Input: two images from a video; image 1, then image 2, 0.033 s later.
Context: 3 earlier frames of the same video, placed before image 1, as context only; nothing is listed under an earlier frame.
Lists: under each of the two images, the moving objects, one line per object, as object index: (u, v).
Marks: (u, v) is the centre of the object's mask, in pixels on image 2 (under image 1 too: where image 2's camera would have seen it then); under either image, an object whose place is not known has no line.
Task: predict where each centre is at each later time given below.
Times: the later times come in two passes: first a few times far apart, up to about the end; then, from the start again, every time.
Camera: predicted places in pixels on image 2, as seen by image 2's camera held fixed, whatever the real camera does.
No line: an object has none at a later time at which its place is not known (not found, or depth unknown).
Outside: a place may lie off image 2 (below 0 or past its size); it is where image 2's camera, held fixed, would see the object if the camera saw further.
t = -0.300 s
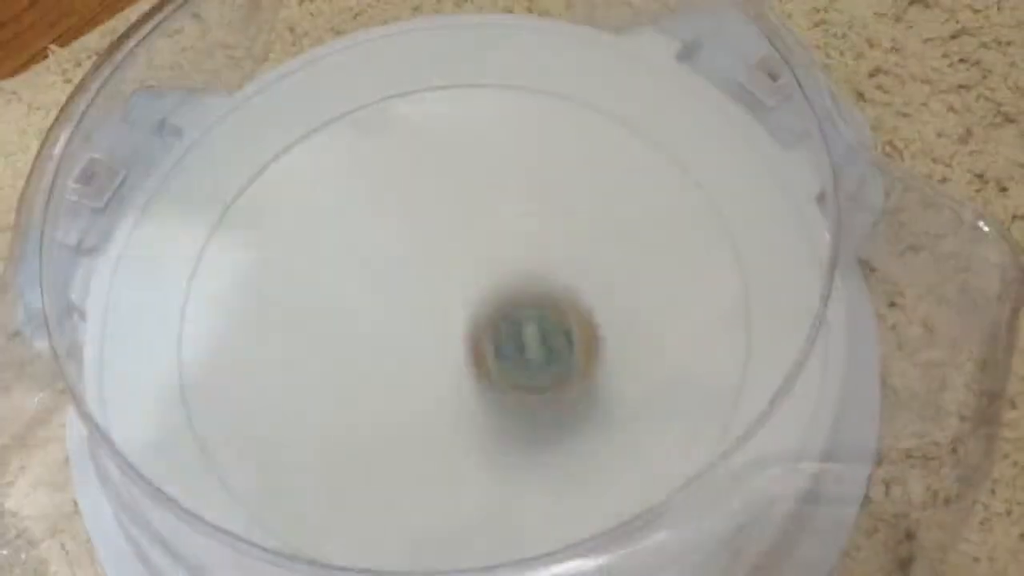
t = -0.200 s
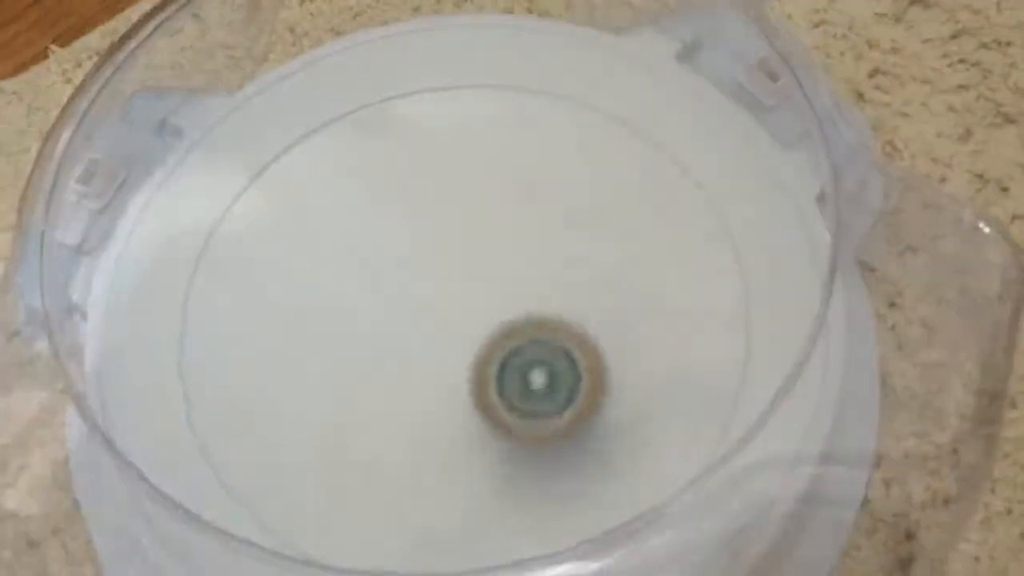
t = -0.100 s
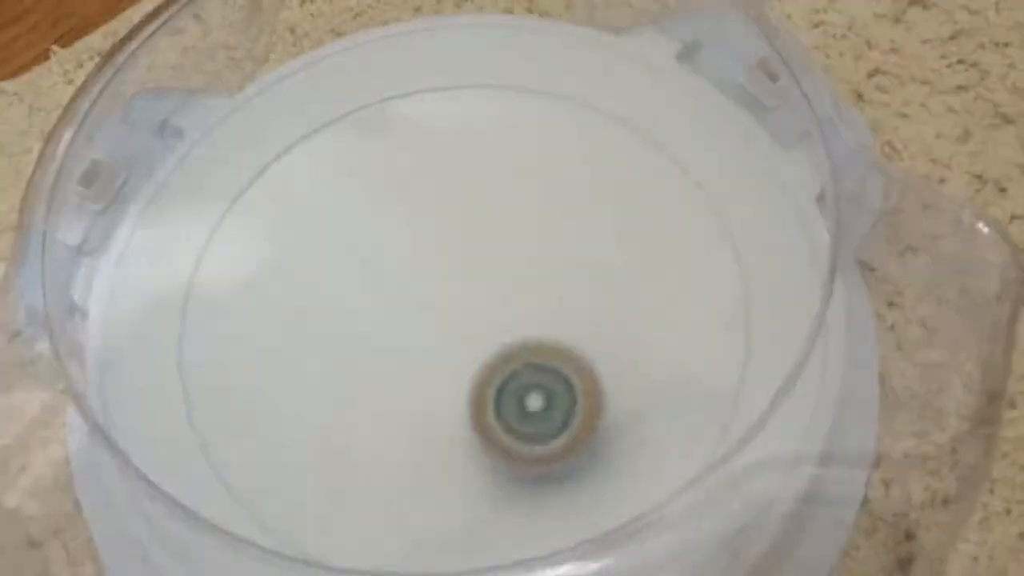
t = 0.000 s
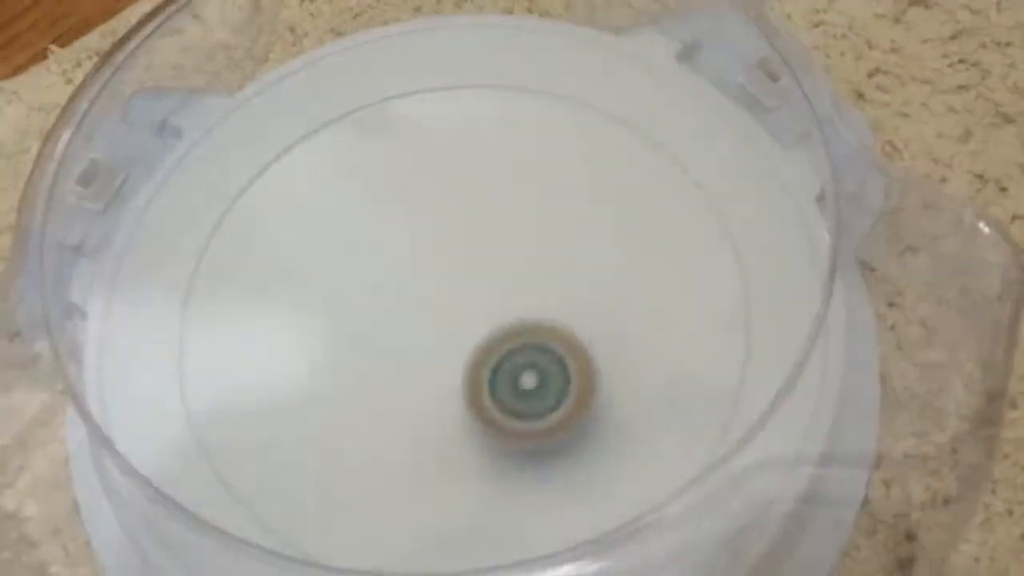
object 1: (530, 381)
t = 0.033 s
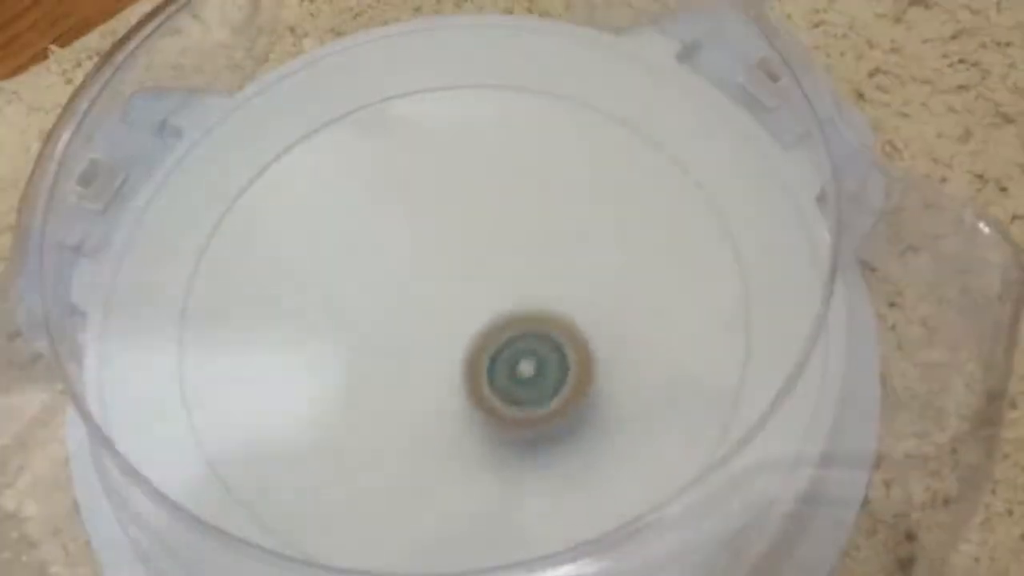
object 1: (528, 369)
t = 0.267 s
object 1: (531, 277)
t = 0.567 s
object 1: (503, 305)
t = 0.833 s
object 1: (544, 345)
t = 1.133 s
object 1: (485, 279)
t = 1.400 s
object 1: (350, 416)
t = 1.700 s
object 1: (572, 429)
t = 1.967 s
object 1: (549, 178)
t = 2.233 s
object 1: (268, 202)
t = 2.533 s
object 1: (395, 536)
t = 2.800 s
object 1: (727, 222)
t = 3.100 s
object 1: (208, 226)
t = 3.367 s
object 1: (583, 511)
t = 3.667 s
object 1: (515, 75)
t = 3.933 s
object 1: (185, 376)
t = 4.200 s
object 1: (687, 434)
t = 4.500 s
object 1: (542, 124)
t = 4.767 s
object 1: (255, 160)
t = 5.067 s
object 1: (354, 486)
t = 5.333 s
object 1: (675, 397)
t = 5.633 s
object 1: (608, 122)
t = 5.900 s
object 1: (337, 249)
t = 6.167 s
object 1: (377, 488)
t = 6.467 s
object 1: (606, 365)
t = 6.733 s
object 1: (451, 216)
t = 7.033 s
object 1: (272, 318)
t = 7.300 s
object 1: (440, 418)
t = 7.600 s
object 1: (572, 256)
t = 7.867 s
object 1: (463, 155)
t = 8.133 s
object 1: (355, 304)
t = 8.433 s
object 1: (523, 408)
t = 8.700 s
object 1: (630, 293)
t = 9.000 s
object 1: (429, 232)
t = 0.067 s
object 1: (528, 355)
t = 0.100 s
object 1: (527, 339)
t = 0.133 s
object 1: (527, 324)
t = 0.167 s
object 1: (527, 308)
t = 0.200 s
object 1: (526, 295)
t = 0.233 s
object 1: (529, 284)
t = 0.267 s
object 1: (531, 277)
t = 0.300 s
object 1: (533, 274)
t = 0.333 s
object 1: (533, 273)
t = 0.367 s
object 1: (529, 273)
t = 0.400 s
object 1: (525, 274)
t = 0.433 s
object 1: (520, 277)
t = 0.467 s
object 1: (515, 282)
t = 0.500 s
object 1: (510, 289)
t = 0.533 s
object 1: (506, 297)
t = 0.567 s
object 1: (503, 305)
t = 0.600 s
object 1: (502, 314)
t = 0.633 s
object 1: (502, 324)
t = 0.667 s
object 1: (504, 333)
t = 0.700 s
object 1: (510, 340)
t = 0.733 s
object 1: (518, 345)
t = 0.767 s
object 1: (527, 348)
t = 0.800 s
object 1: (536, 348)
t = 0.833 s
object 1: (544, 345)
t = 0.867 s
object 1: (552, 340)
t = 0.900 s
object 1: (558, 330)
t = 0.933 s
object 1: (560, 319)
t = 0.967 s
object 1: (559, 307)
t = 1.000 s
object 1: (552, 297)
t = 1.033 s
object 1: (542, 286)
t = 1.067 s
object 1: (525, 282)
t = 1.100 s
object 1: (506, 278)
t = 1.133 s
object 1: (485, 279)
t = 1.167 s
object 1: (460, 284)
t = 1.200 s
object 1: (436, 293)
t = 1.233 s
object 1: (411, 306)
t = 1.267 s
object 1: (390, 324)
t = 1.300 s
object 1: (371, 344)
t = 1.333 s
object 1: (357, 369)
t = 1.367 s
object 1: (350, 393)
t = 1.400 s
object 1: (350, 416)
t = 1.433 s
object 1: (355, 435)
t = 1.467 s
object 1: (368, 452)
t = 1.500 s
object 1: (387, 468)
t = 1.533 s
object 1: (412, 477)
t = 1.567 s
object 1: (442, 480)
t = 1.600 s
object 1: (475, 479)
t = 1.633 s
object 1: (509, 468)
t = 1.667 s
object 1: (542, 452)
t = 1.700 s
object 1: (572, 429)
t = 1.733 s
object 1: (594, 402)
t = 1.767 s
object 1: (611, 370)
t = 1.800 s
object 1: (621, 337)
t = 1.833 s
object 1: (621, 301)
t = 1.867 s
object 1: (614, 265)
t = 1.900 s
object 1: (598, 233)
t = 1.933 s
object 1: (578, 204)
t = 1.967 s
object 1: (549, 178)
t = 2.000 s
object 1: (517, 158)
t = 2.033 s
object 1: (483, 145)
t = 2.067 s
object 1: (448, 138)
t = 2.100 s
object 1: (411, 138)
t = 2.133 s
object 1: (373, 144)
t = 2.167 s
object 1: (337, 157)
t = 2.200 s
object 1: (300, 175)
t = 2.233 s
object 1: (268, 202)
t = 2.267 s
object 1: (239, 235)
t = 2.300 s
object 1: (215, 273)
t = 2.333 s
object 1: (200, 315)
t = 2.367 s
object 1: (193, 362)
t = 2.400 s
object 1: (202, 416)
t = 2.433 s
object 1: (226, 461)
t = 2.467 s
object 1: (265, 505)
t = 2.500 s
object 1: (325, 526)
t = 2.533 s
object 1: (395, 536)
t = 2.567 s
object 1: (473, 535)
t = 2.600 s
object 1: (537, 524)
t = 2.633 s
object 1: (606, 493)
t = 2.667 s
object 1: (662, 456)
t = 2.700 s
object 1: (718, 409)
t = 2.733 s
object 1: (741, 347)
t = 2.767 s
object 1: (744, 285)
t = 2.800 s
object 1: (727, 222)
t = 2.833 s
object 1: (693, 164)
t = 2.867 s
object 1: (645, 107)
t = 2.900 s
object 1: (576, 86)
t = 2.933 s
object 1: (507, 73)
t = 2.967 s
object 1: (440, 77)
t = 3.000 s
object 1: (367, 92)
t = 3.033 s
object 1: (306, 124)
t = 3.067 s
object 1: (248, 171)
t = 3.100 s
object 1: (208, 226)
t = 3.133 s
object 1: (183, 294)
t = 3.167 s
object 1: (181, 362)
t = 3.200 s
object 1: (205, 428)
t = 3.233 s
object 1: (254, 485)
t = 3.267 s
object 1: (330, 525)
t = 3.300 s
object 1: (409, 537)
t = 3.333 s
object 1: (496, 536)
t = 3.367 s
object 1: (583, 511)
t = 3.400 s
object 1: (648, 470)
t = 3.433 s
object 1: (713, 420)
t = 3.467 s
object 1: (742, 358)
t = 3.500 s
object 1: (747, 291)
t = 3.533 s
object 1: (732, 227)
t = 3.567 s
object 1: (695, 170)
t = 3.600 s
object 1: (640, 118)
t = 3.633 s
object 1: (583, 93)
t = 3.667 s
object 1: (515, 75)
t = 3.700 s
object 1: (446, 77)
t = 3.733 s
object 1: (377, 92)
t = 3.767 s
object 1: (318, 113)
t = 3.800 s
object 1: (262, 160)
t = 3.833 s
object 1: (221, 203)
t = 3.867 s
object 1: (193, 261)
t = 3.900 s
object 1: (180, 319)
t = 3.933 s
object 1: (185, 376)
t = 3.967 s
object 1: (211, 439)
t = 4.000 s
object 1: (259, 484)
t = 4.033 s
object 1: (323, 519)
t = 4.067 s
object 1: (399, 531)
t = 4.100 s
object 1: (482, 535)
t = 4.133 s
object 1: (561, 515)
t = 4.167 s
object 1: (630, 478)
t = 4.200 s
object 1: (687, 434)
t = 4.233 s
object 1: (746, 382)
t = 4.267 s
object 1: (774, 320)
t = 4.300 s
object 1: (784, 263)
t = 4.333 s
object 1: (756, 231)
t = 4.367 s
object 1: (727, 196)
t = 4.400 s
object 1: (673, 185)
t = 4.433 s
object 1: (626, 163)
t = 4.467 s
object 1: (584, 143)
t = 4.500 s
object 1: (542, 124)
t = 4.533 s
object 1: (506, 109)
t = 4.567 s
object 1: (474, 87)
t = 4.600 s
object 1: (437, 84)
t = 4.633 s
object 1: (399, 84)
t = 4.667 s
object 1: (361, 90)
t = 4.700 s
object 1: (323, 104)
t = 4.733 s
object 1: (289, 133)
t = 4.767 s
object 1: (255, 160)
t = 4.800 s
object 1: (224, 196)
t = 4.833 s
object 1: (201, 238)
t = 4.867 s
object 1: (191, 284)
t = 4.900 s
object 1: (194, 335)
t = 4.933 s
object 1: (210, 379)
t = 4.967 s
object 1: (235, 415)
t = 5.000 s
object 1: (272, 447)
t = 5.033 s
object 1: (311, 470)
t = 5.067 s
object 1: (354, 486)
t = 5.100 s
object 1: (398, 496)
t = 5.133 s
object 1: (442, 498)
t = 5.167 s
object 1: (484, 497)
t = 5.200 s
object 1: (530, 488)
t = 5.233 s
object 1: (572, 473)
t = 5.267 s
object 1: (613, 452)
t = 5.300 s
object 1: (646, 427)
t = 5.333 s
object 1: (675, 397)
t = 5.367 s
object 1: (698, 366)
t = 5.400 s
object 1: (715, 331)
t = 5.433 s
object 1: (725, 294)
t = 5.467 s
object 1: (731, 255)
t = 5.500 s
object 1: (725, 213)
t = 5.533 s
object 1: (706, 181)
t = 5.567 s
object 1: (678, 153)
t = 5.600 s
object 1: (642, 135)
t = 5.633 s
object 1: (608, 122)
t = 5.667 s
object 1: (568, 119)
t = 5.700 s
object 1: (528, 123)
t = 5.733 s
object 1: (490, 132)
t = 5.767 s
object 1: (456, 147)
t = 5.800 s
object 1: (419, 169)
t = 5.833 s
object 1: (388, 191)
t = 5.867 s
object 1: (360, 222)
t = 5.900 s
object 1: (337, 249)
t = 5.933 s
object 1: (319, 282)
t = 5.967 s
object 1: (305, 316)
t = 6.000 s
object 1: (300, 349)
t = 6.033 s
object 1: (300, 382)
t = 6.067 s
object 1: (310, 414)
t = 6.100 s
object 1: (324, 443)
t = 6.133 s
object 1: (347, 466)
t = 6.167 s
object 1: (377, 488)
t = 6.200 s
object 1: (409, 501)
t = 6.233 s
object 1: (445, 506)
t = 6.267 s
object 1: (481, 506)
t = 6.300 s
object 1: (516, 495)
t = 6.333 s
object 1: (550, 477)
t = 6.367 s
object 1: (576, 451)
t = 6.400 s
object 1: (594, 424)
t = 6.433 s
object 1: (604, 395)
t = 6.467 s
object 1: (606, 365)
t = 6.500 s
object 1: (602, 337)
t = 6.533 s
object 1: (589, 312)
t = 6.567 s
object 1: (570, 286)
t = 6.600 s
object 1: (548, 265)
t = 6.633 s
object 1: (523, 247)
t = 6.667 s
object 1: (499, 231)
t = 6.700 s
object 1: (474, 221)
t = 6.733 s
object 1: (451, 216)
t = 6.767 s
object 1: (426, 215)
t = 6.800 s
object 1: (399, 217)
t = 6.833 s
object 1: (370, 224)
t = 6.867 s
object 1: (345, 228)
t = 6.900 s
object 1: (321, 242)
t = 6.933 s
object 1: (302, 261)
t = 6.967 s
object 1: (286, 278)
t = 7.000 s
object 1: (277, 297)
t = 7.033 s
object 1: (272, 318)
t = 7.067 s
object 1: (273, 340)
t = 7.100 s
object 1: (281, 361)
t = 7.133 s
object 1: (295, 382)
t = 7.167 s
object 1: (318, 400)
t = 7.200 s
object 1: (345, 413)
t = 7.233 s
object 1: (376, 420)
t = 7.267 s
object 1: (408, 423)
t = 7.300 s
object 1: (440, 418)
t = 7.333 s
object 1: (472, 409)
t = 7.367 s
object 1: (498, 395)
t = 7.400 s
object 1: (520, 377)
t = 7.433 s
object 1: (540, 358)
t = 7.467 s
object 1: (554, 340)
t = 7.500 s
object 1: (563, 320)
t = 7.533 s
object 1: (568, 300)
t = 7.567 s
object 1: (569, 279)
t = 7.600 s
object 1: (572, 256)
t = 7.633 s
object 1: (569, 238)
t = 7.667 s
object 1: (563, 218)
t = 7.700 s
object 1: (555, 198)
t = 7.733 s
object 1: (542, 186)
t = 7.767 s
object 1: (526, 174)
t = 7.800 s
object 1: (508, 163)
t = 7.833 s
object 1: (486, 158)
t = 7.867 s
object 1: (463, 155)
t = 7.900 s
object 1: (440, 159)
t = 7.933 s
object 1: (417, 167)
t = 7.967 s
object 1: (396, 181)
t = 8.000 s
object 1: (378, 201)
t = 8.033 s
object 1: (364, 225)
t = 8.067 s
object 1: (355, 250)
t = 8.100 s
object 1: (352, 279)
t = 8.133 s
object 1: (355, 304)
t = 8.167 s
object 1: (362, 328)
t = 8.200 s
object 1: (376, 349)
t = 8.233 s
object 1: (391, 366)
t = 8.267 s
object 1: (411, 381)
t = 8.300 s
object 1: (432, 393)
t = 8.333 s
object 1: (455, 402)
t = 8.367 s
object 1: (477, 409)
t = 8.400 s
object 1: (501, 411)
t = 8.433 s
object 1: (523, 408)
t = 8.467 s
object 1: (547, 405)
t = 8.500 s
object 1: (568, 397)
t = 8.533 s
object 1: (589, 385)
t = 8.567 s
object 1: (605, 373)
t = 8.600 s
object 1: (619, 356)
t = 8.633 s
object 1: (628, 337)
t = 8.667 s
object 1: (632, 314)
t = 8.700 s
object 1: (630, 293)
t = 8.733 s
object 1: (623, 270)
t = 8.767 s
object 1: (608, 253)
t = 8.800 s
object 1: (589, 238)
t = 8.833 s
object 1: (564, 227)
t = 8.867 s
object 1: (537, 220)
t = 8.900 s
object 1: (509, 218)
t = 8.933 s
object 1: (482, 219)
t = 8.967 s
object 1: (455, 225)
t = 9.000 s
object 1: (429, 232)
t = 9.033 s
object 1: (405, 244)
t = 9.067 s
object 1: (385, 257)
